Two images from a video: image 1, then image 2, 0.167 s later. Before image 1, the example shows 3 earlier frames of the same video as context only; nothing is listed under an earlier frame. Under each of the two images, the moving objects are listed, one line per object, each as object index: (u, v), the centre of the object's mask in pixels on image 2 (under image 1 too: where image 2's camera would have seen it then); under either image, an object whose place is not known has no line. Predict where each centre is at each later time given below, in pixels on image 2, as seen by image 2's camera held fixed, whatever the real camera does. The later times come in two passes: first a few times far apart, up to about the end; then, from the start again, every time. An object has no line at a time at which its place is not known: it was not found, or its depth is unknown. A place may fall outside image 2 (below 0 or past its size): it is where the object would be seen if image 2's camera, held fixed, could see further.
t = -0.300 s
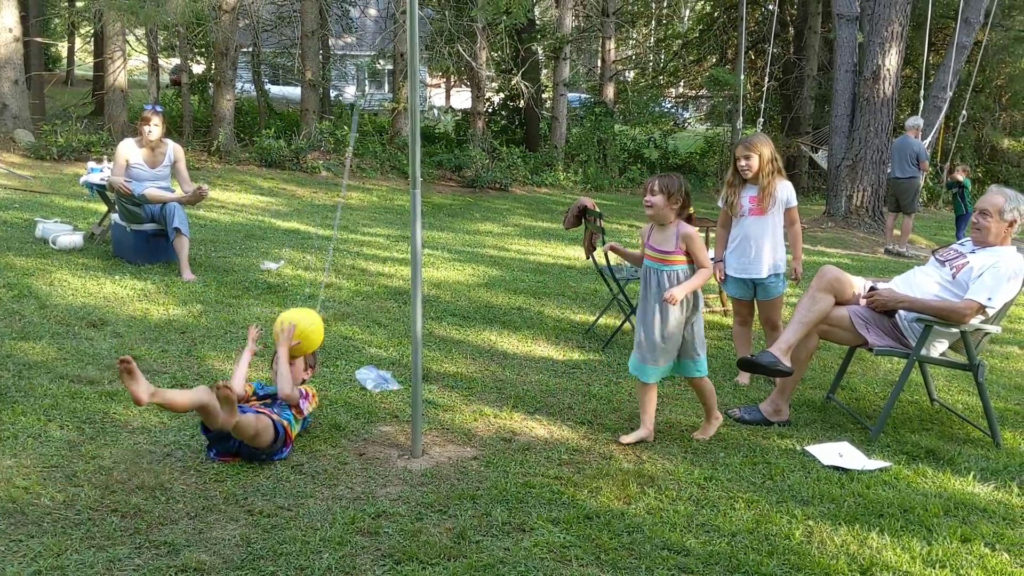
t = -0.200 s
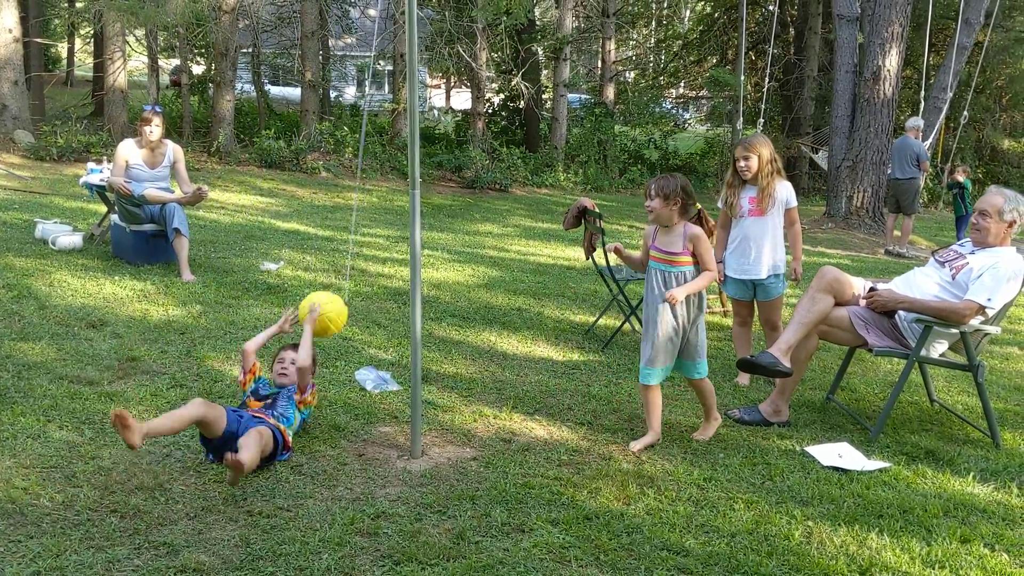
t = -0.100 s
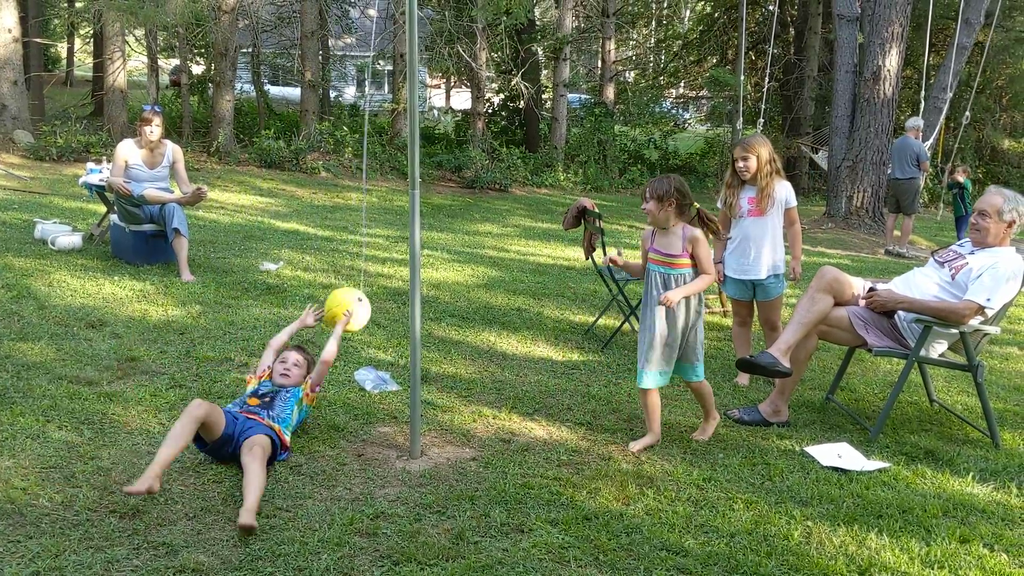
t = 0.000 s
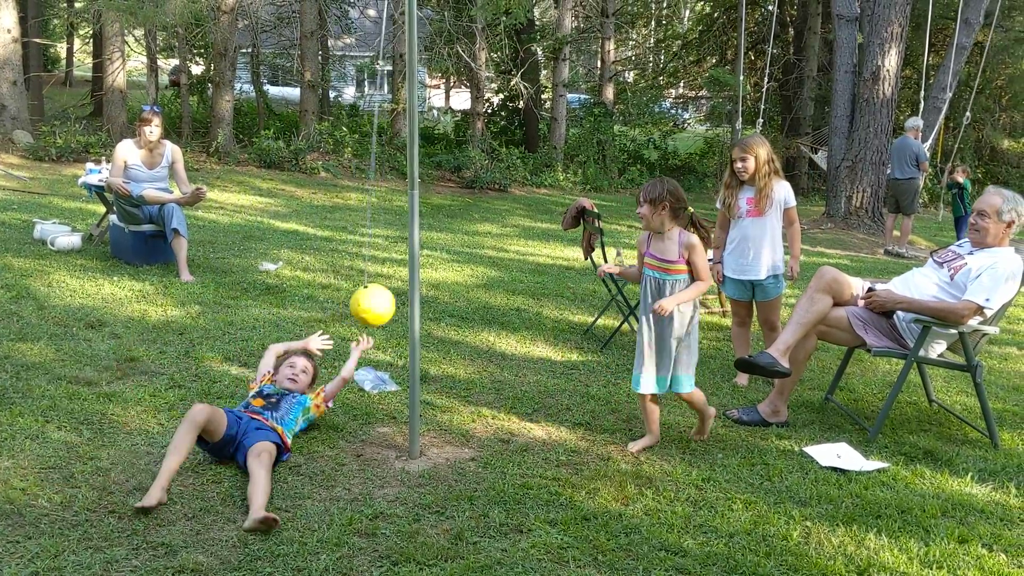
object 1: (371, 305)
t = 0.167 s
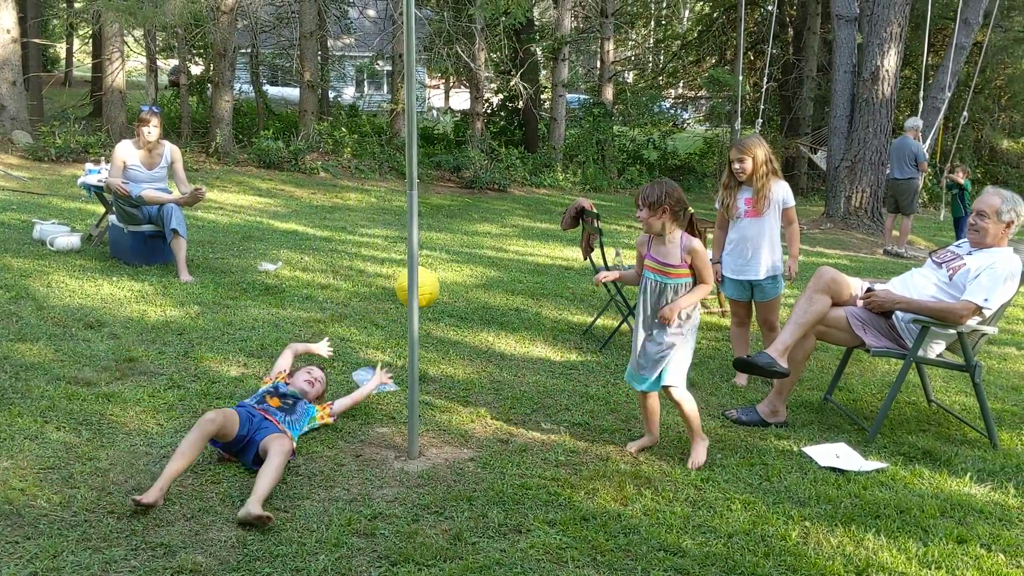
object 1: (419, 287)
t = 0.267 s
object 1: (443, 289)
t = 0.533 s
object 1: (500, 299)
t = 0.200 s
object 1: (432, 287)
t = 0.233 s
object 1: (436, 287)
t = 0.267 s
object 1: (443, 289)
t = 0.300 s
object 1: (452, 292)
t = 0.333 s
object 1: (459, 293)
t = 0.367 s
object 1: (467, 292)
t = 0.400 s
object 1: (474, 291)
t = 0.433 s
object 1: (480, 291)
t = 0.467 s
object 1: (487, 293)
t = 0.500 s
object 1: (494, 295)
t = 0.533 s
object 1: (500, 299)
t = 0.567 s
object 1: (505, 303)
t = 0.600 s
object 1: (511, 308)
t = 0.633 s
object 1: (517, 312)
